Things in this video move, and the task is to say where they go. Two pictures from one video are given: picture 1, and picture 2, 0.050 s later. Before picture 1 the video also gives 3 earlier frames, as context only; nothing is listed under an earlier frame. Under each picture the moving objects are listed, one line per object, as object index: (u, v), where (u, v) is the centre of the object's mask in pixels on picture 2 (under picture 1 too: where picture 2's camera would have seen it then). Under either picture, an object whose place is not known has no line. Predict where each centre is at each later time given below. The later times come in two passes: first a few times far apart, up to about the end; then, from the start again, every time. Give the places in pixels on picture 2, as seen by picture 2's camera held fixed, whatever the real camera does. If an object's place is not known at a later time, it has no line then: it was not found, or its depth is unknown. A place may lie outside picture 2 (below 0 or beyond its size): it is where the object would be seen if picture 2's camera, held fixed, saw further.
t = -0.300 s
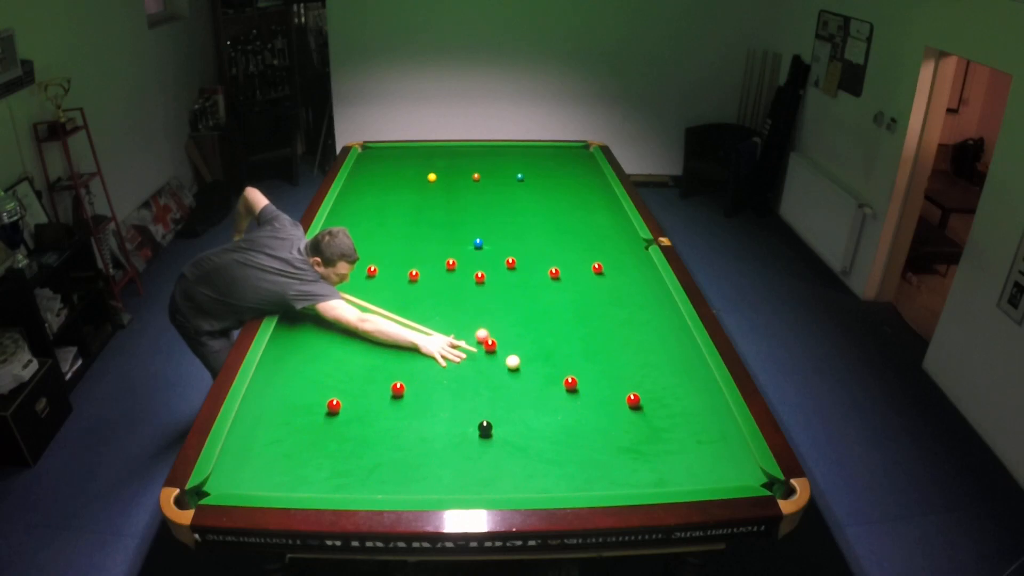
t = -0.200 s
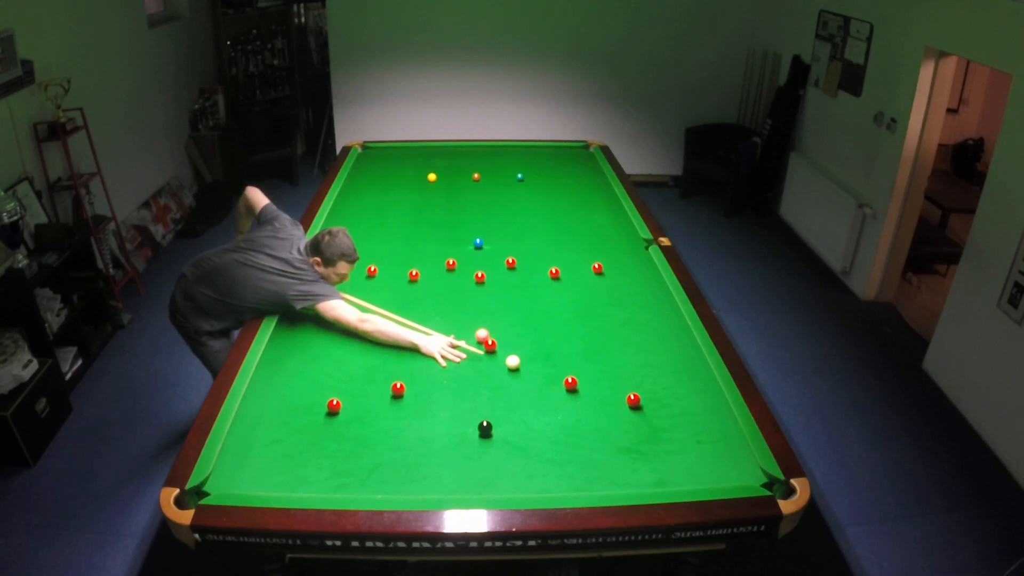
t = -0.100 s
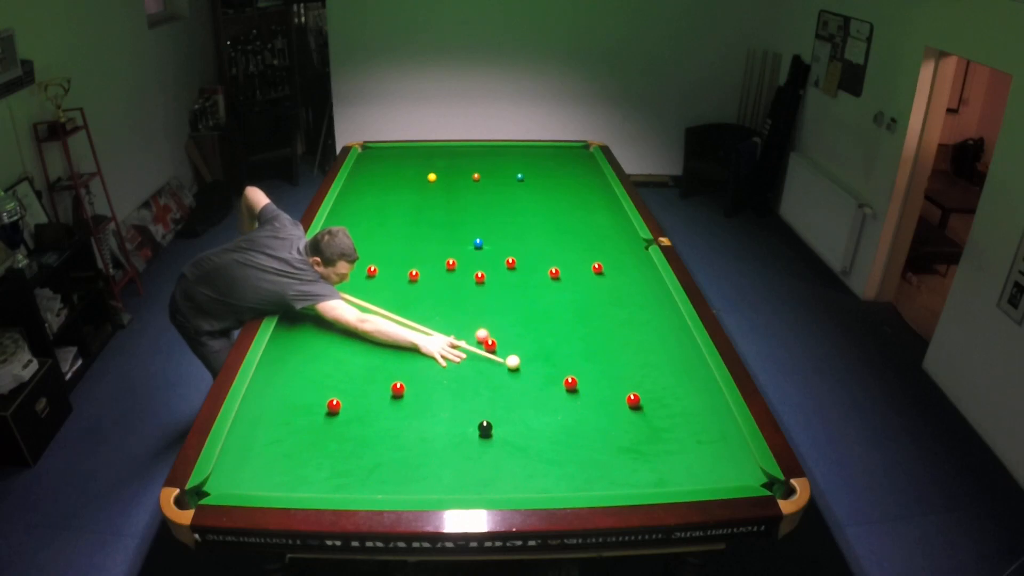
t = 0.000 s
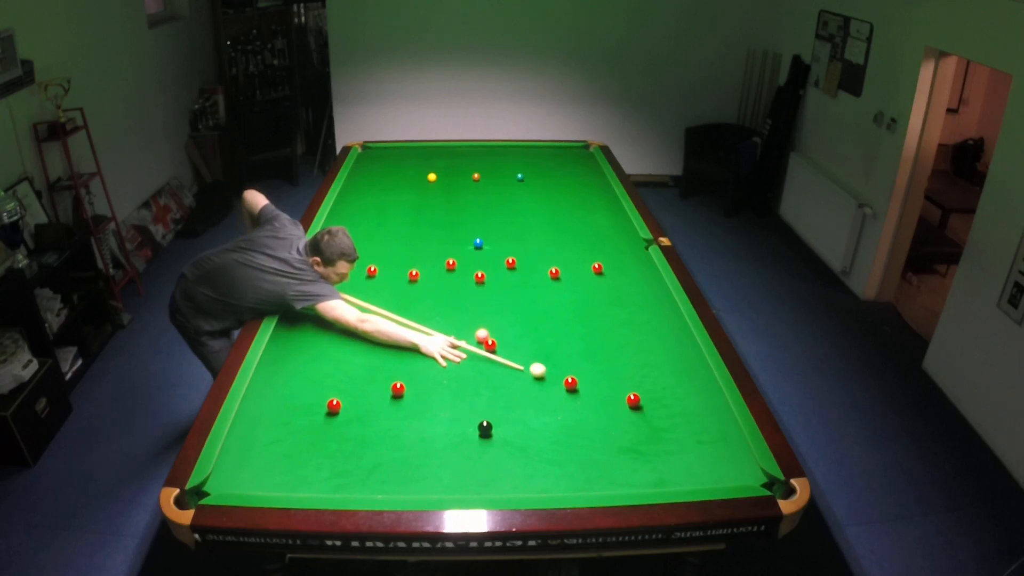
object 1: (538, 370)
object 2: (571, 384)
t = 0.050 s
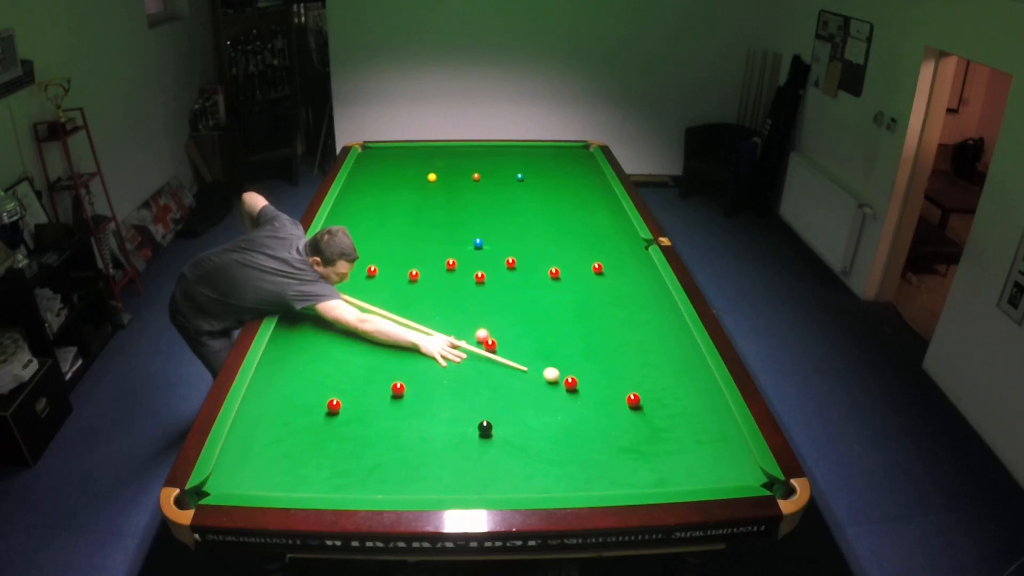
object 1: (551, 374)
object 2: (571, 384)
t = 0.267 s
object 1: (562, 374)
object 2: (605, 401)
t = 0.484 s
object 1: (565, 370)
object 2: (641, 419)
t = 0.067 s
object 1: (556, 376)
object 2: (571, 384)
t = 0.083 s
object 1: (559, 377)
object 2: (571, 384)
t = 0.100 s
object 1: (560, 377)
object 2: (575, 386)
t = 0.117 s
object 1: (560, 376)
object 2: (578, 388)
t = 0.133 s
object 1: (561, 376)
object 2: (581, 389)
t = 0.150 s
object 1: (561, 376)
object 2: (584, 391)
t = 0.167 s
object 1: (561, 375)
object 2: (588, 392)
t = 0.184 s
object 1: (561, 375)
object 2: (591, 394)
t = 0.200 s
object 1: (562, 375)
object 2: (594, 395)
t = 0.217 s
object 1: (562, 374)
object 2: (596, 397)
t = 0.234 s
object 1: (562, 374)
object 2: (599, 398)
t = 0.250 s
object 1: (562, 374)
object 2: (602, 400)
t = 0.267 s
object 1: (562, 374)
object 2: (605, 401)
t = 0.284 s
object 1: (563, 373)
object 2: (608, 403)
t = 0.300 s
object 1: (563, 373)
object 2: (610, 404)
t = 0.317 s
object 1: (563, 373)
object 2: (613, 405)
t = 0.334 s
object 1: (563, 373)
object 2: (616, 407)
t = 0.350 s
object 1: (564, 372)
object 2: (619, 408)
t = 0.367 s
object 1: (564, 372)
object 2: (621, 409)
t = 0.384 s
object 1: (564, 372)
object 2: (624, 411)
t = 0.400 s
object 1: (564, 372)
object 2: (627, 413)
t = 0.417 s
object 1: (564, 371)
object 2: (630, 414)
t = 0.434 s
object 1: (564, 371)
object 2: (633, 415)
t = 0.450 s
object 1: (565, 371)
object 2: (636, 416)
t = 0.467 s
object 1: (565, 371)
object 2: (638, 418)
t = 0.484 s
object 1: (565, 370)
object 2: (641, 419)
